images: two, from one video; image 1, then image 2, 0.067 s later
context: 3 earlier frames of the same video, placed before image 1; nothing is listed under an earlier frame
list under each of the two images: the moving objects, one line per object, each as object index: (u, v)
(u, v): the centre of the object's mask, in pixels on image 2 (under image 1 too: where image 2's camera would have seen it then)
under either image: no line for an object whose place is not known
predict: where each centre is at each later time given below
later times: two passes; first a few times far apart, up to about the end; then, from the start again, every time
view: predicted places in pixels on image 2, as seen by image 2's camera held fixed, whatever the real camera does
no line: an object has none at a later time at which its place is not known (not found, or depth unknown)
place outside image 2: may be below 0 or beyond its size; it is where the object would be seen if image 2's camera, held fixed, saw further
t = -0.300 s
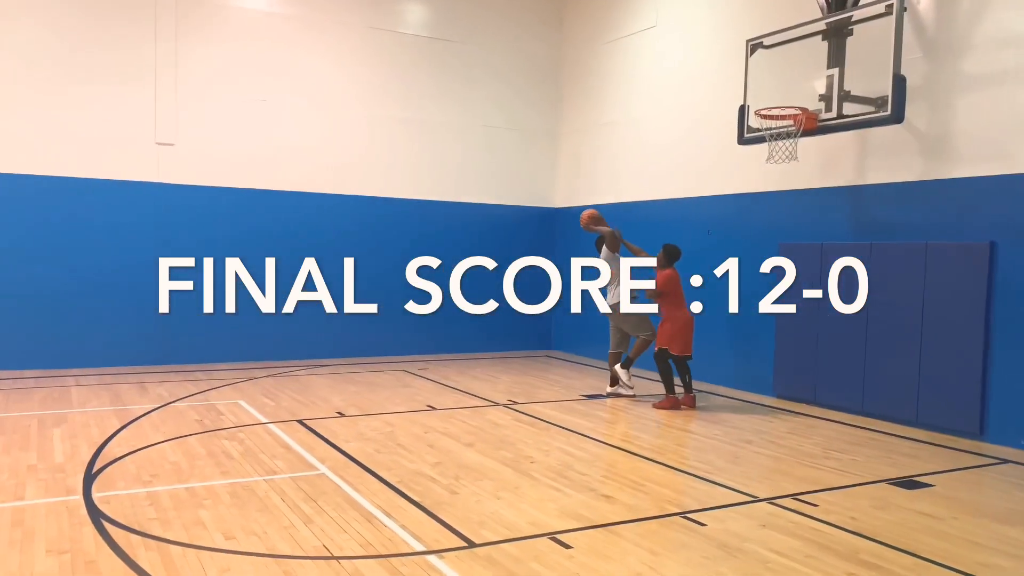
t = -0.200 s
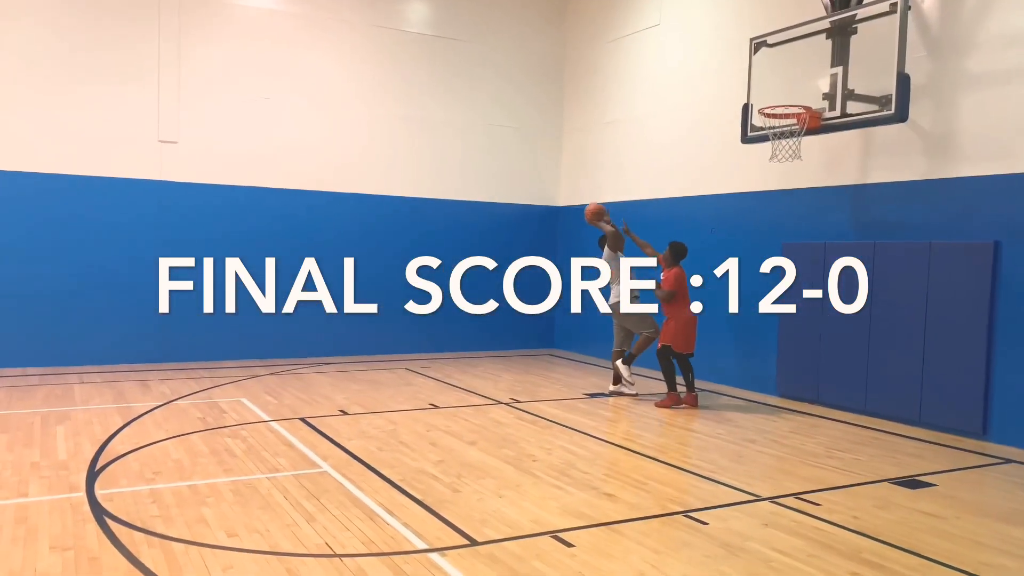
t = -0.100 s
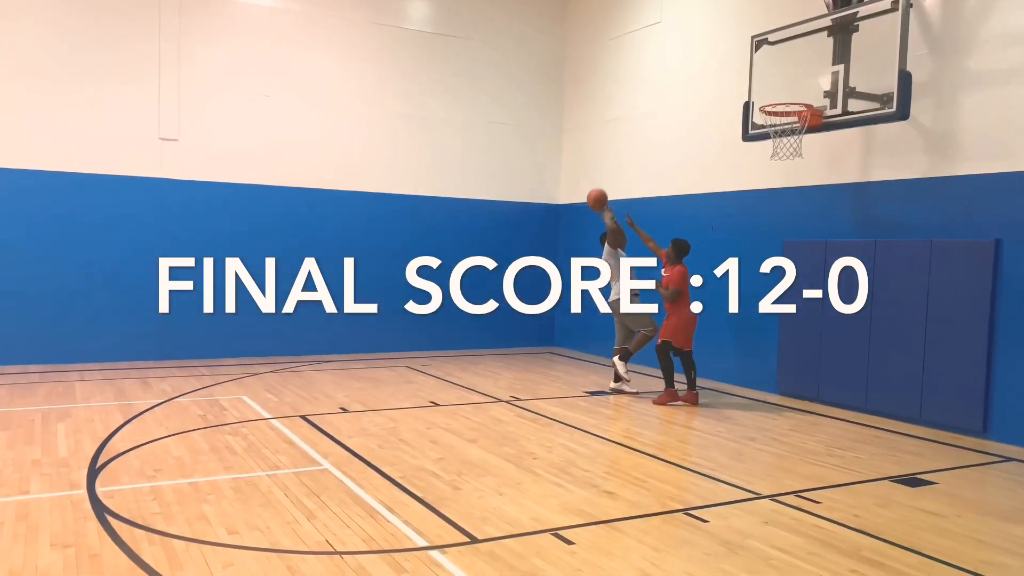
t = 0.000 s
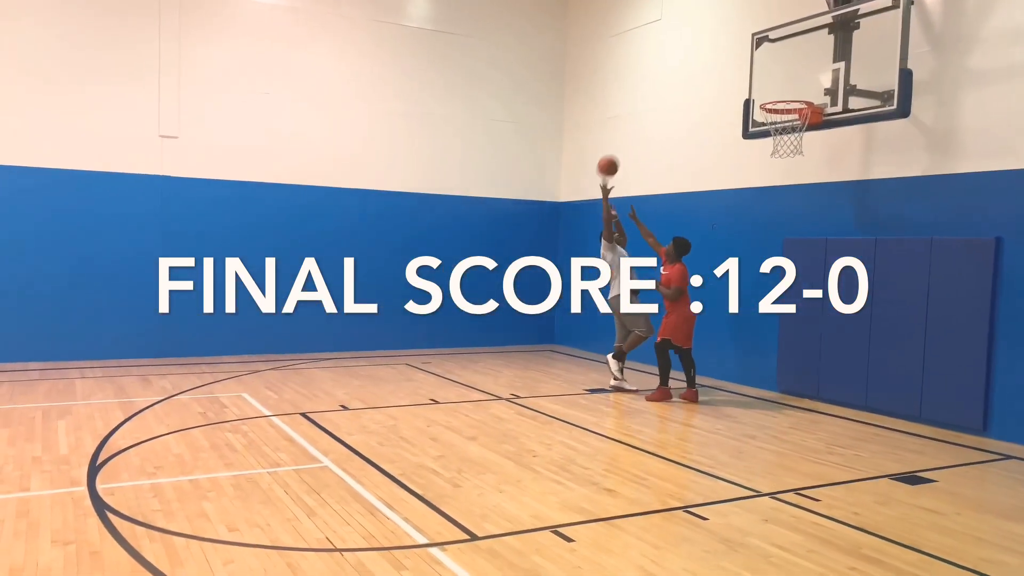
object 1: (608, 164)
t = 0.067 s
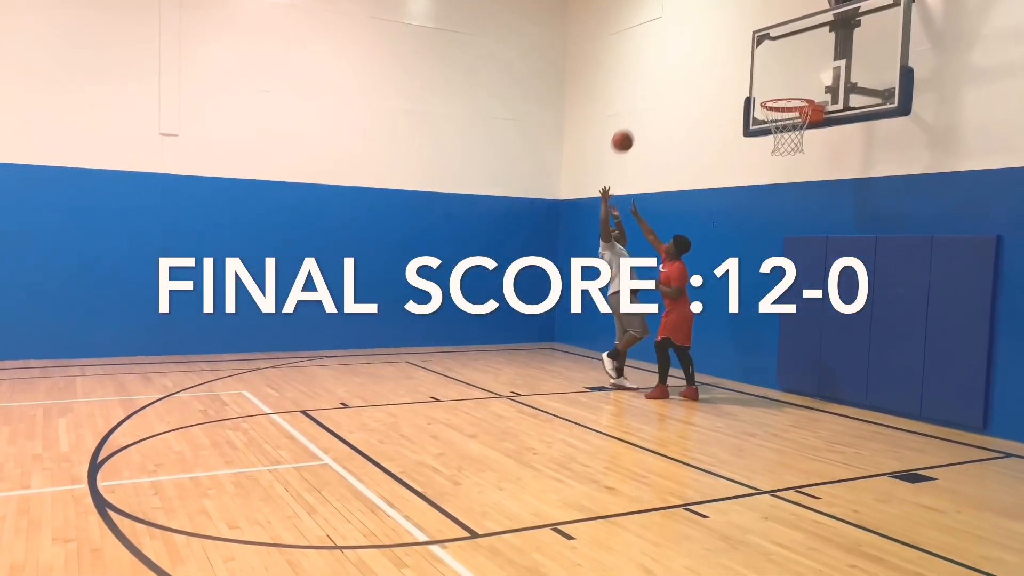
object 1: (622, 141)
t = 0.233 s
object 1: (659, 97)
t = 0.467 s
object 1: (713, 77)
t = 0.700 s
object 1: (749, 102)
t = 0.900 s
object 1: (728, 150)
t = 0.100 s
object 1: (629, 130)
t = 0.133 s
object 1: (637, 121)
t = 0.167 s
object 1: (644, 112)
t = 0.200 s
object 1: (651, 104)
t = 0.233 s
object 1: (659, 97)
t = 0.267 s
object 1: (666, 91)
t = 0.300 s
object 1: (674, 86)
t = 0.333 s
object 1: (682, 82)
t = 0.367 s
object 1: (689, 80)
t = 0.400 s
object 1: (697, 78)
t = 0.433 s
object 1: (705, 77)
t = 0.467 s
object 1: (713, 77)
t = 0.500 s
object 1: (721, 79)
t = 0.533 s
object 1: (729, 81)
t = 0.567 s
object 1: (737, 85)
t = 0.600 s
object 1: (745, 90)
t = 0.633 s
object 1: (753, 96)
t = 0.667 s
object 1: (753, 99)
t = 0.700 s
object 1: (749, 102)
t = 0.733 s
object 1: (746, 107)
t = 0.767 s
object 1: (743, 113)
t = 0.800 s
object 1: (739, 120)
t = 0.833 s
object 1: (735, 128)
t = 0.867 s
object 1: (731, 139)
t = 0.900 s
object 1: (728, 150)
